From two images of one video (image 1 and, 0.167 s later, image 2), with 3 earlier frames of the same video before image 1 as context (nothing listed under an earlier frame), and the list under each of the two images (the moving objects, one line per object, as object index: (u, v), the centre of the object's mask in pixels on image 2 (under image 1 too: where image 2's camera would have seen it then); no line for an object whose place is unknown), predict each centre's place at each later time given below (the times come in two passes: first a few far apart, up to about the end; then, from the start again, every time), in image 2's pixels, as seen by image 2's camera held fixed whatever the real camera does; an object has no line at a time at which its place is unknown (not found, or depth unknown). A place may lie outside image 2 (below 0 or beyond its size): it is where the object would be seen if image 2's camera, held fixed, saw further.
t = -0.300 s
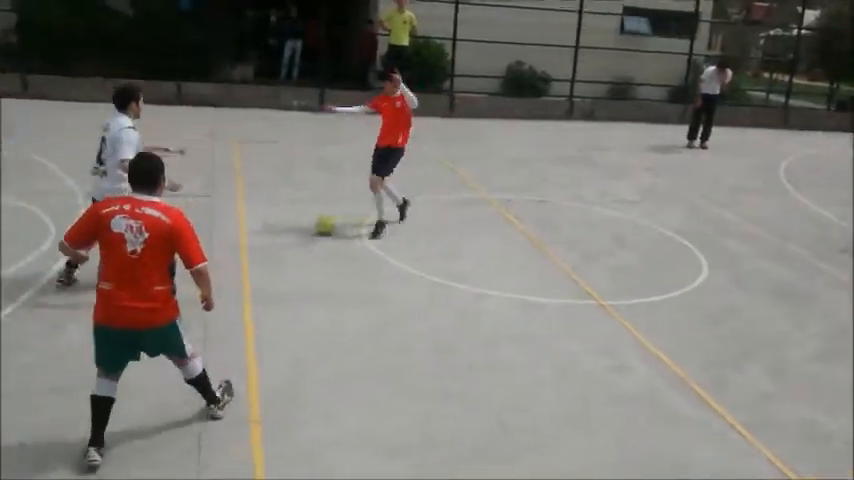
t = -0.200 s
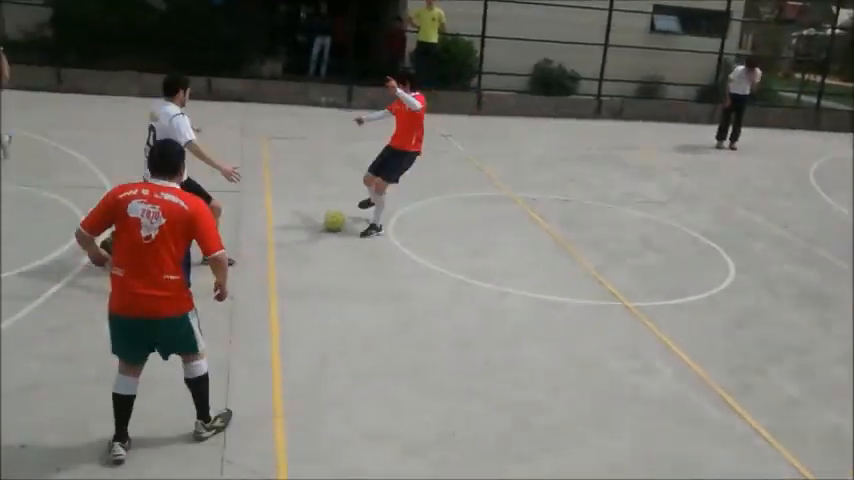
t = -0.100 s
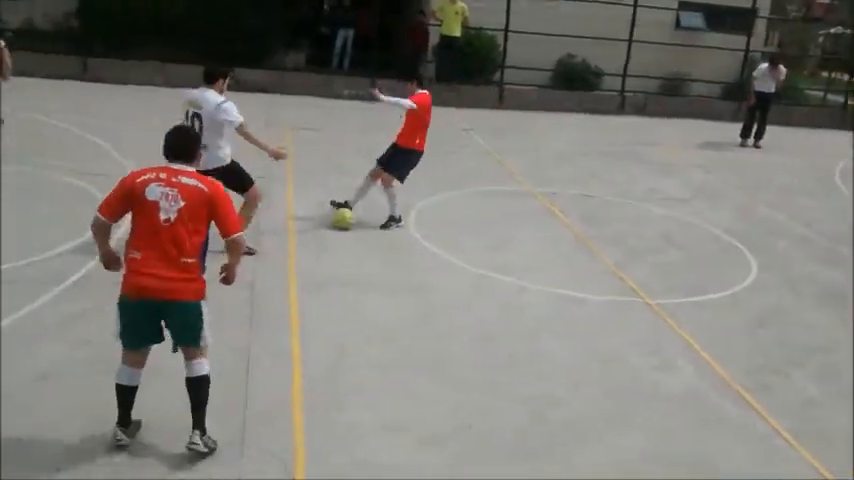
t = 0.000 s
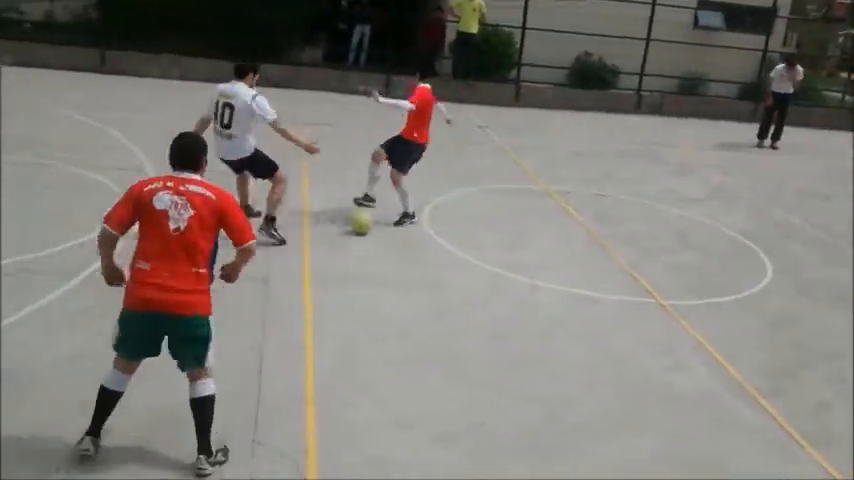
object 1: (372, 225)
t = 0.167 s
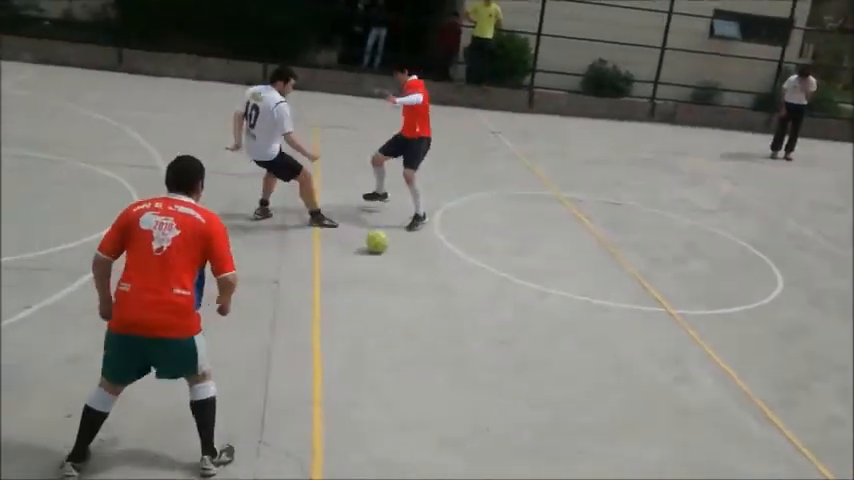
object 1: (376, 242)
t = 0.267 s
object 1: (380, 252)
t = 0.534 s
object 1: (389, 282)
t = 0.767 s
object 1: (398, 312)
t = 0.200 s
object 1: (377, 244)
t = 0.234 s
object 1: (378, 248)
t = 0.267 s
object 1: (380, 252)
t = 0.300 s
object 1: (380, 256)
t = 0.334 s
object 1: (382, 258)
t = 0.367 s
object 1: (384, 262)
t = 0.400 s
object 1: (385, 267)
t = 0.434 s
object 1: (386, 270)
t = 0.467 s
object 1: (387, 274)
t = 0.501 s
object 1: (388, 278)
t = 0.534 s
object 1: (389, 282)
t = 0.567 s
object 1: (390, 286)
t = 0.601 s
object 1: (391, 290)
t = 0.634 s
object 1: (393, 294)
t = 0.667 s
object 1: (395, 298)
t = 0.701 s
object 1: (395, 303)
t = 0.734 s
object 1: (397, 308)
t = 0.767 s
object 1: (398, 312)
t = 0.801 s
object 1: (400, 316)
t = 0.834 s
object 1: (403, 321)
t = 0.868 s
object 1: (404, 324)
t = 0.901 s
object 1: (405, 332)
